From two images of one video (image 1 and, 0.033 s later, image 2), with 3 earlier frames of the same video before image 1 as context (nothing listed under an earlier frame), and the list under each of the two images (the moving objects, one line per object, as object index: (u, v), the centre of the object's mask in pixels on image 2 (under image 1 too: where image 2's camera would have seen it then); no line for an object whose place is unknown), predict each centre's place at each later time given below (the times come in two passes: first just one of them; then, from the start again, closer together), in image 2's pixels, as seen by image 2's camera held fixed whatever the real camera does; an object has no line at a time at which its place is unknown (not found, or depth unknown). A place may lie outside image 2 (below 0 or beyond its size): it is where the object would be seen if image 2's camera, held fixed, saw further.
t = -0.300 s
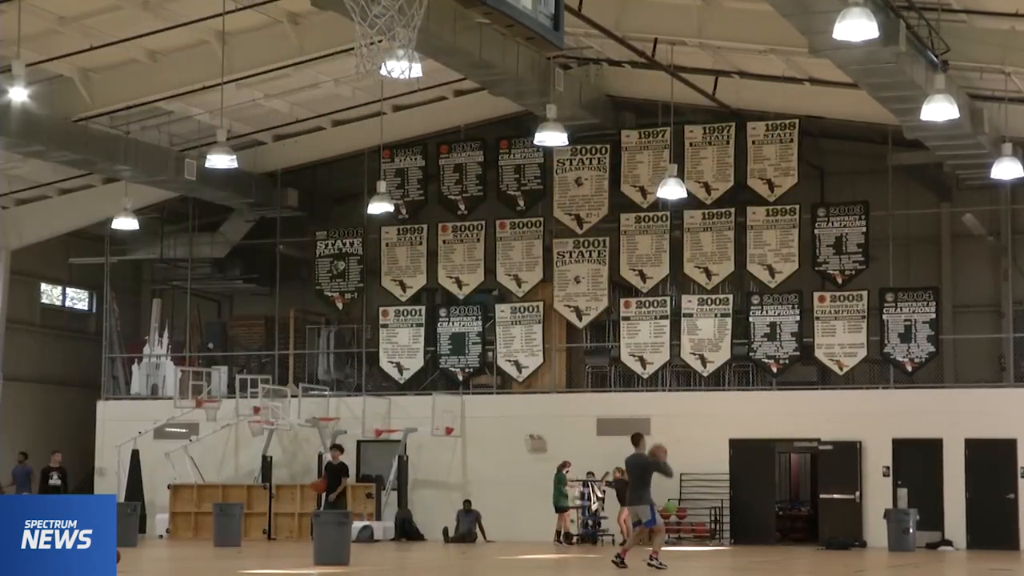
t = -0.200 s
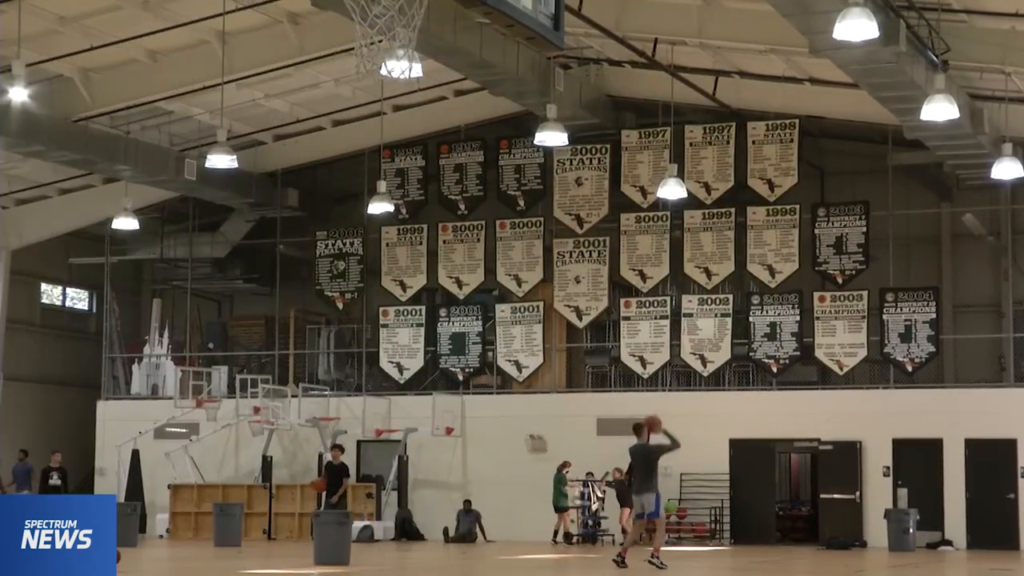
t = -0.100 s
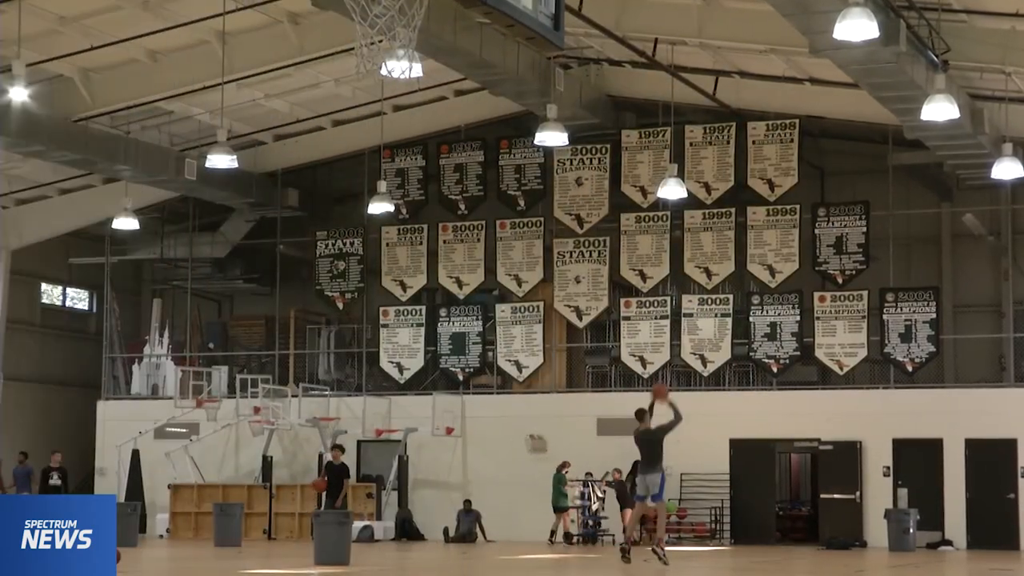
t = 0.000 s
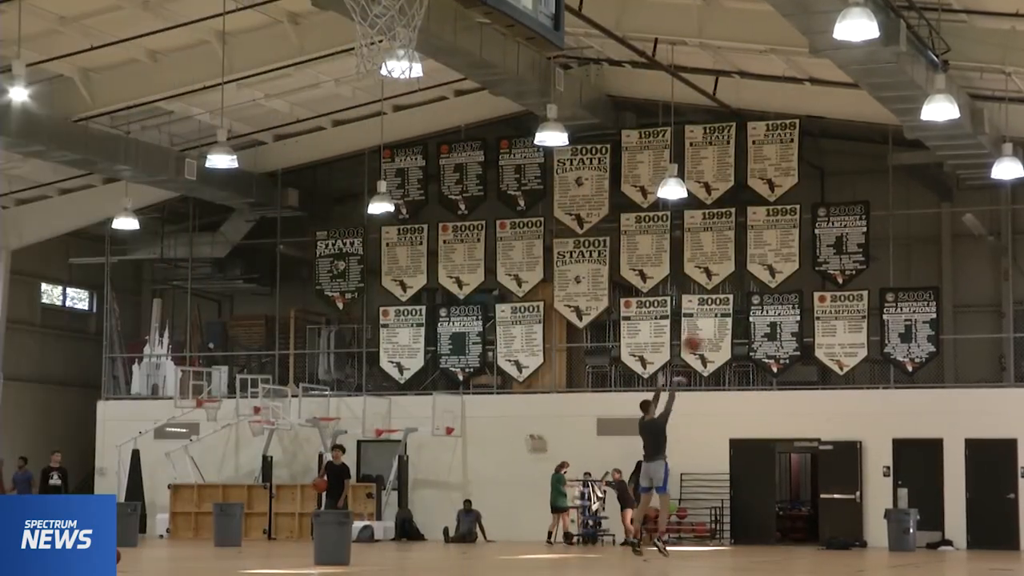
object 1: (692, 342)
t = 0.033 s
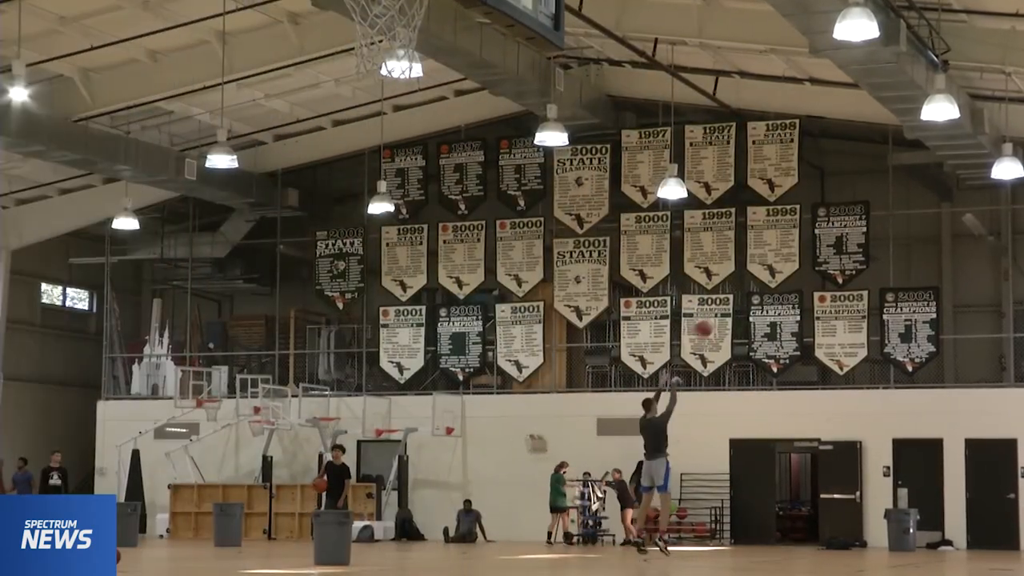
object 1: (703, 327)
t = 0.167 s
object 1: (748, 275)
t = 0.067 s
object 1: (716, 313)
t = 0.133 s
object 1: (739, 286)
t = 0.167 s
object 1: (748, 275)
